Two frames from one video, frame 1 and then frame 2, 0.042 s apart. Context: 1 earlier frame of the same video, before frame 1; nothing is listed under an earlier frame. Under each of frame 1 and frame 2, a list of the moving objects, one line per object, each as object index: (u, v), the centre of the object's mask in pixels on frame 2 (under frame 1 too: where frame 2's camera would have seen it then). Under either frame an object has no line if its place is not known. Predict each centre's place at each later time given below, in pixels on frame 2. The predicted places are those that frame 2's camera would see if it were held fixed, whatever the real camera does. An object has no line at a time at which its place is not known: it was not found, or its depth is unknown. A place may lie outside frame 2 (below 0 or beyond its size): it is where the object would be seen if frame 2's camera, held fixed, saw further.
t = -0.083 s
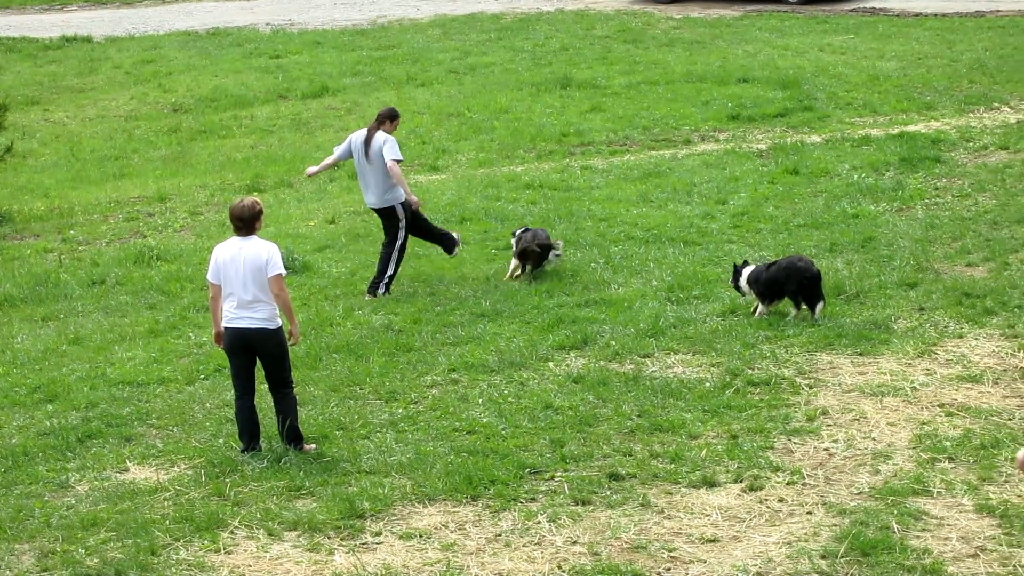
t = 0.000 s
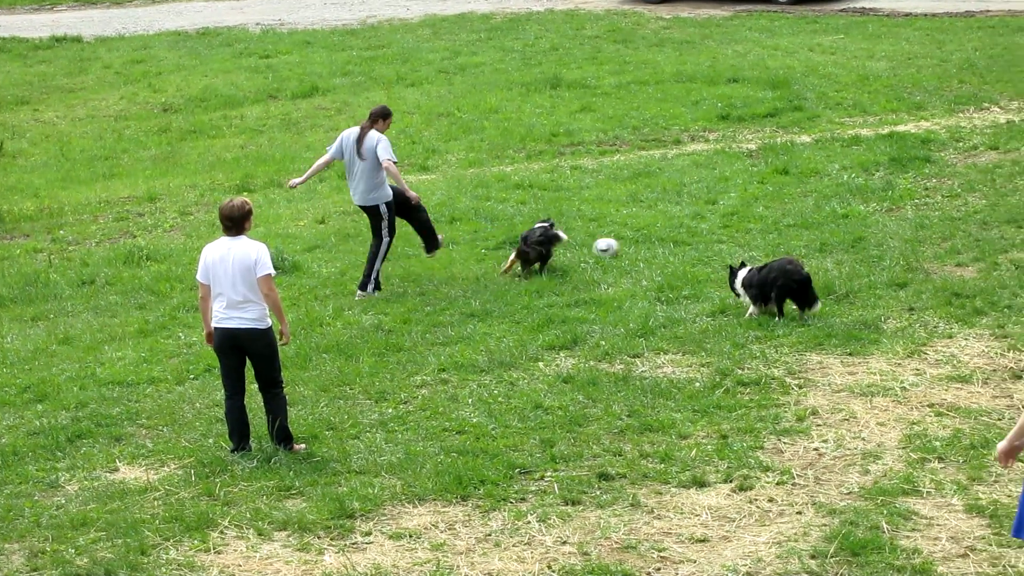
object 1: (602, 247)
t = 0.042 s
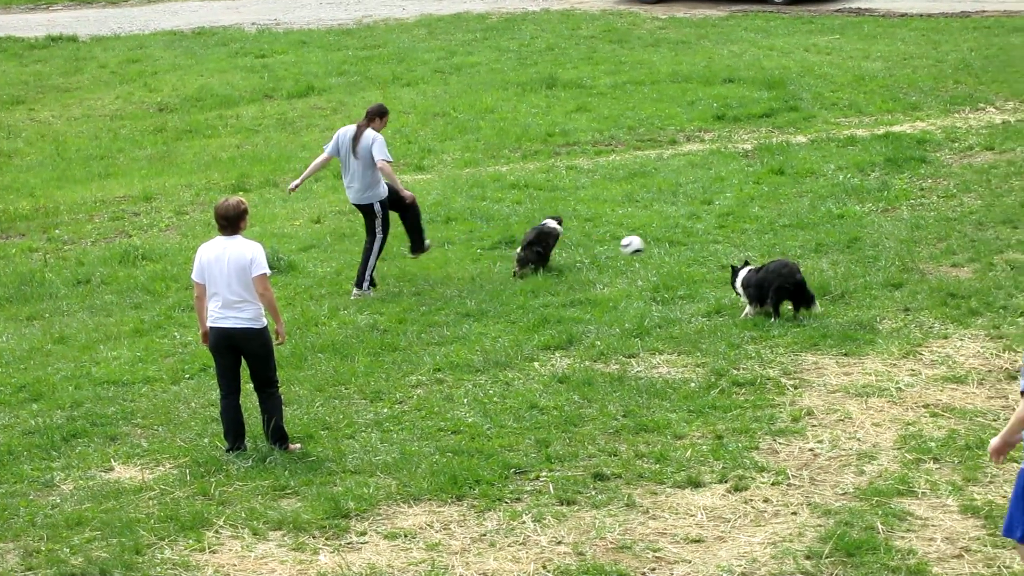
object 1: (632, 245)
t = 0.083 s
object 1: (658, 242)
